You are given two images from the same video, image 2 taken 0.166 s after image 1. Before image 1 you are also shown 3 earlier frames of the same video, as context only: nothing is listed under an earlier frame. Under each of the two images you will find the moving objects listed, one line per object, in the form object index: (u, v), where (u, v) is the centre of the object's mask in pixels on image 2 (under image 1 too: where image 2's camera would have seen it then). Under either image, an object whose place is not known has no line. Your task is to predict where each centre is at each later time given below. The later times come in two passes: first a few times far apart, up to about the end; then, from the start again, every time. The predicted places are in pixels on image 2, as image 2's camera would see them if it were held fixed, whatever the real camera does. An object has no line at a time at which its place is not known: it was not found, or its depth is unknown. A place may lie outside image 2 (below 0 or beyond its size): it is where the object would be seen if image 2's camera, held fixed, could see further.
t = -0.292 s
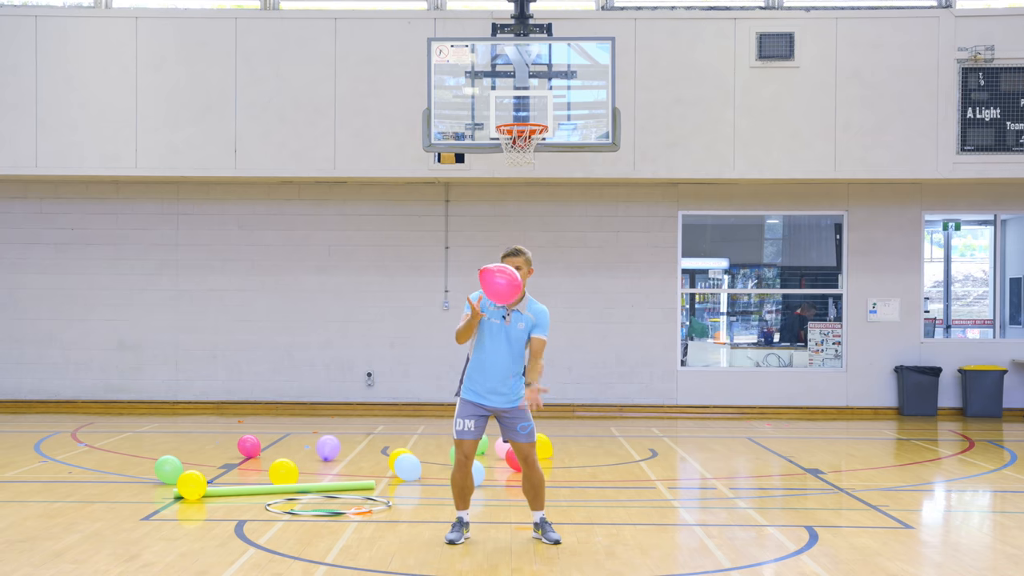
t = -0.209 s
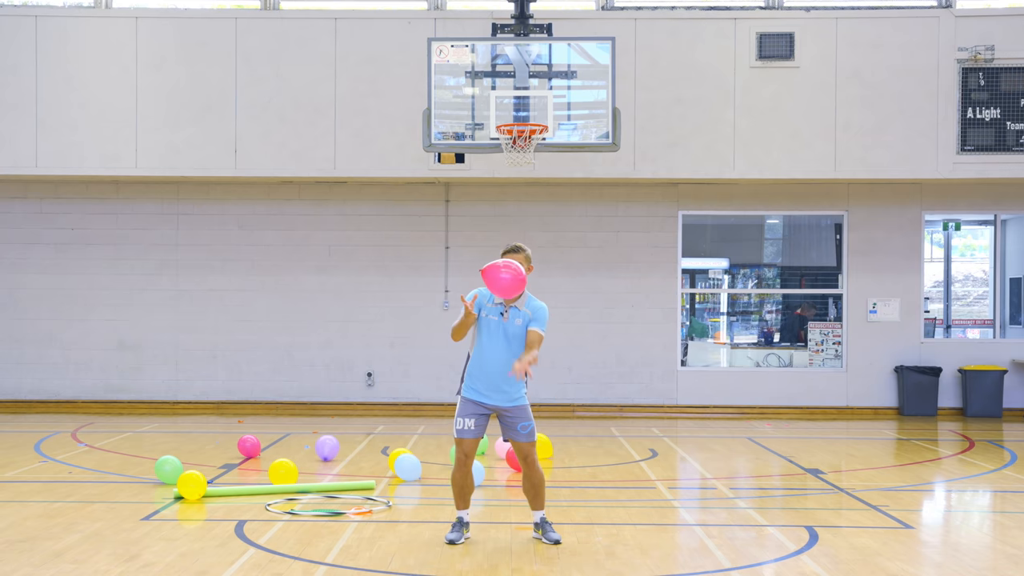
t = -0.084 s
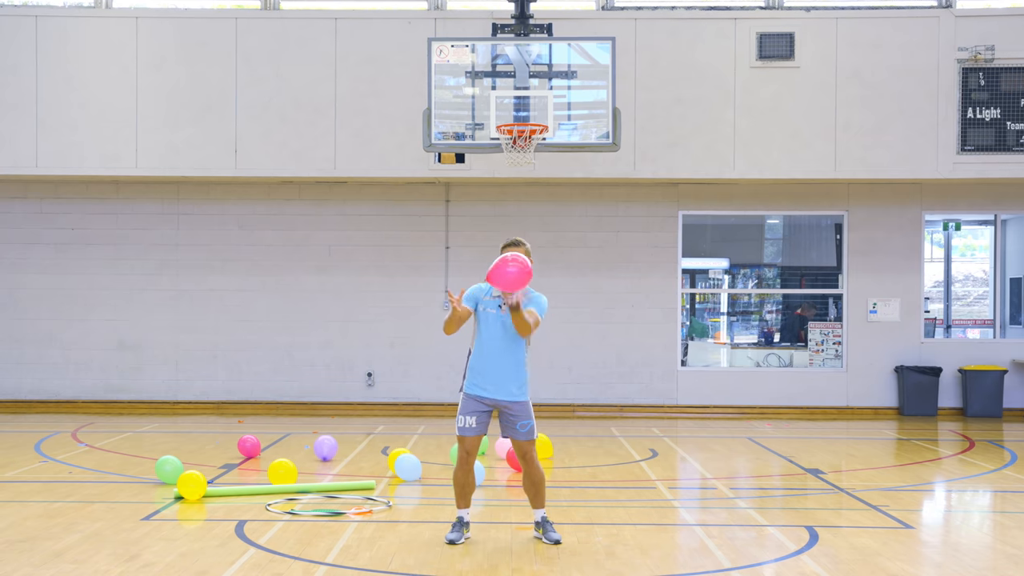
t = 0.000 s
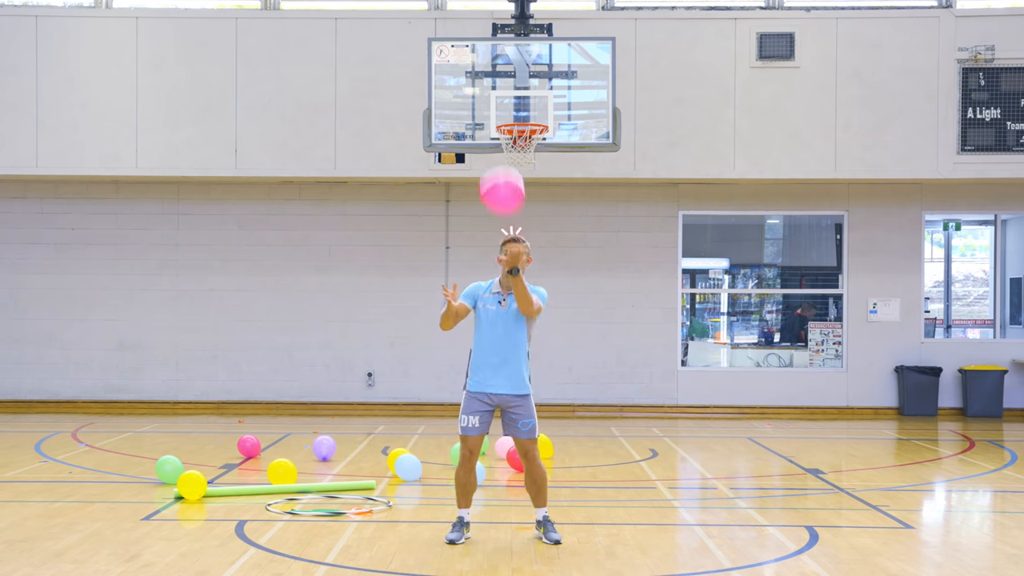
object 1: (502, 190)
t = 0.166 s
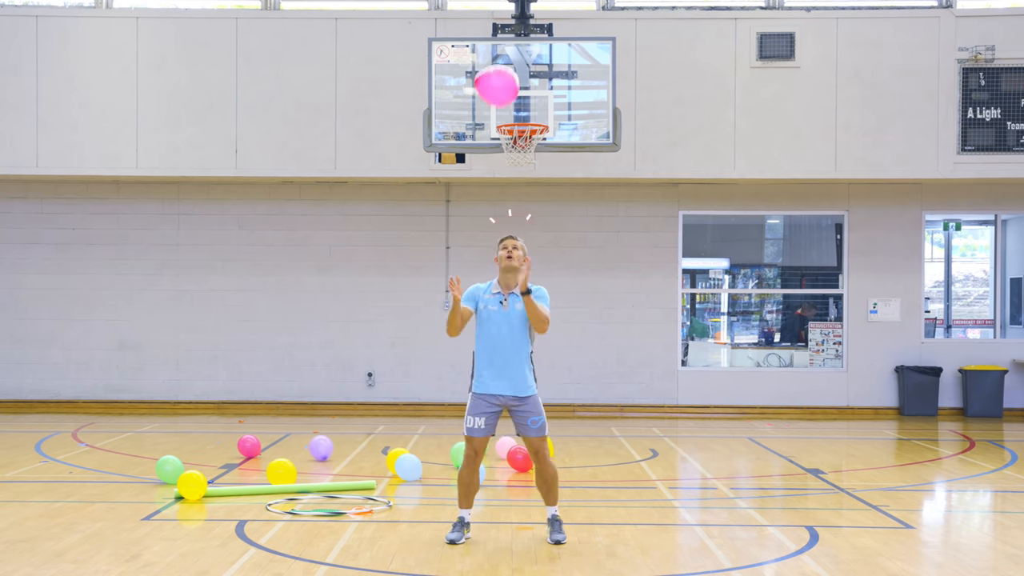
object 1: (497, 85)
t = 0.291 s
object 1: (504, 59)
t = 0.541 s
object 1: (513, 41)
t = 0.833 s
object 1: (509, 25)
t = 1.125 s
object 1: (501, 22)
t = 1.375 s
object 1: (496, 35)
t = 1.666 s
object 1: (493, 64)
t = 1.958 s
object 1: (495, 105)
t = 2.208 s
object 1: (498, 145)
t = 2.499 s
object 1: (497, 194)
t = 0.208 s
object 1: (499, 74)
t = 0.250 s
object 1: (502, 65)
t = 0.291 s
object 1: (504, 59)
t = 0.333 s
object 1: (507, 55)
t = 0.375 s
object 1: (509, 52)
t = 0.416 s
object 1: (510, 49)
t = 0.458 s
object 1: (512, 46)
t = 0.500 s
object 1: (512, 44)
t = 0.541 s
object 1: (513, 41)
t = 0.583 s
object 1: (513, 38)
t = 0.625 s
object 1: (513, 36)
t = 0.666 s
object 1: (512, 33)
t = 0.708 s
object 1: (511, 31)
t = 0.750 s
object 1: (510, 29)
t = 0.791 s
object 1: (510, 27)
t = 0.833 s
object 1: (509, 25)
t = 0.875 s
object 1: (508, 23)
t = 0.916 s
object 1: (507, 22)
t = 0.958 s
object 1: (506, 21)
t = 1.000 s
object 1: (504, 21)
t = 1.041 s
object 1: (503, 21)
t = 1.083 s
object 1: (502, 22)
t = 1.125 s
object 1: (501, 22)
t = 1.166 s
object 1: (500, 24)
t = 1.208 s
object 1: (499, 26)
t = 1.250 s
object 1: (498, 28)
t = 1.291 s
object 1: (498, 30)
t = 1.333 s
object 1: (497, 32)
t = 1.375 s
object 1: (496, 35)
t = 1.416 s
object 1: (495, 38)
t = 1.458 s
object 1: (495, 42)
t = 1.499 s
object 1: (494, 46)
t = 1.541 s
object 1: (494, 50)
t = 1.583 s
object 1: (493, 54)
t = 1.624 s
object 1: (493, 59)
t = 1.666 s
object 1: (493, 64)
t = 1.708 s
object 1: (493, 69)
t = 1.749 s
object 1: (493, 75)
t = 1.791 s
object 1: (493, 80)
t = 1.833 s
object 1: (493, 86)
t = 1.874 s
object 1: (494, 92)
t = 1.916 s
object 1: (494, 99)
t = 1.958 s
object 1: (495, 105)
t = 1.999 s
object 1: (496, 111)
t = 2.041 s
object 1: (496, 118)
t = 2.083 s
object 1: (497, 125)
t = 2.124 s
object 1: (497, 131)
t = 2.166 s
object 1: (498, 138)
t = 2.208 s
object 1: (498, 145)
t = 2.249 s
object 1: (499, 151)
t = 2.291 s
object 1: (499, 159)
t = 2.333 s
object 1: (498, 166)
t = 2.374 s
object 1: (498, 173)
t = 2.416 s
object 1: (498, 180)
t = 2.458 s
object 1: (497, 187)
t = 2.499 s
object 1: (497, 194)
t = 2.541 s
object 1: (496, 202)
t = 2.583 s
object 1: (495, 209)
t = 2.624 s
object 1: (493, 216)
